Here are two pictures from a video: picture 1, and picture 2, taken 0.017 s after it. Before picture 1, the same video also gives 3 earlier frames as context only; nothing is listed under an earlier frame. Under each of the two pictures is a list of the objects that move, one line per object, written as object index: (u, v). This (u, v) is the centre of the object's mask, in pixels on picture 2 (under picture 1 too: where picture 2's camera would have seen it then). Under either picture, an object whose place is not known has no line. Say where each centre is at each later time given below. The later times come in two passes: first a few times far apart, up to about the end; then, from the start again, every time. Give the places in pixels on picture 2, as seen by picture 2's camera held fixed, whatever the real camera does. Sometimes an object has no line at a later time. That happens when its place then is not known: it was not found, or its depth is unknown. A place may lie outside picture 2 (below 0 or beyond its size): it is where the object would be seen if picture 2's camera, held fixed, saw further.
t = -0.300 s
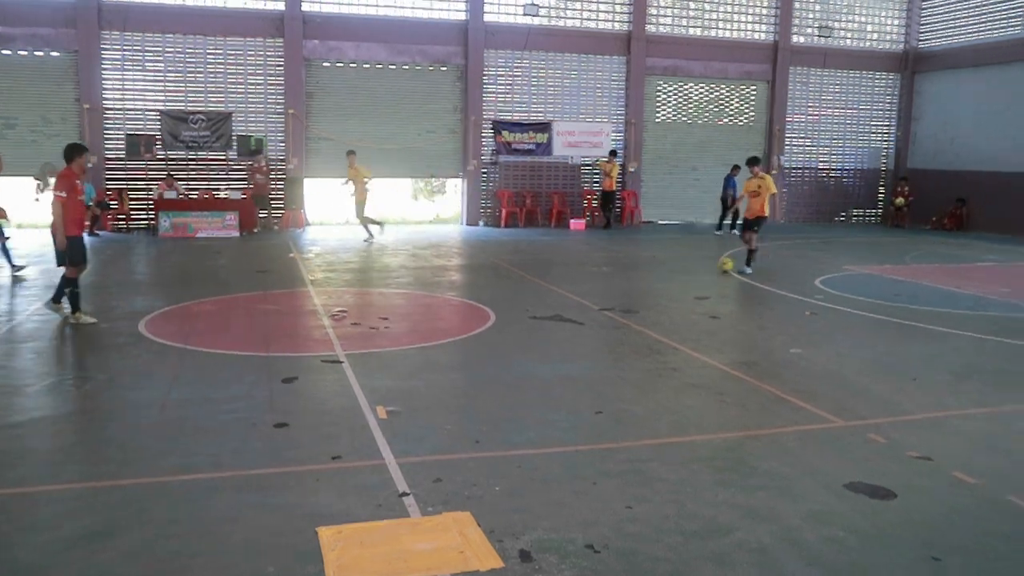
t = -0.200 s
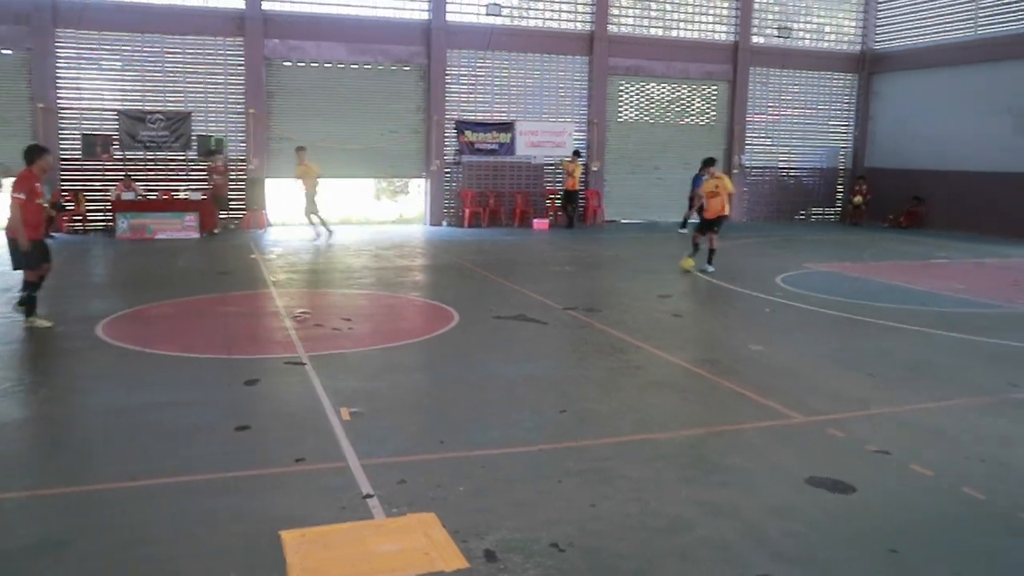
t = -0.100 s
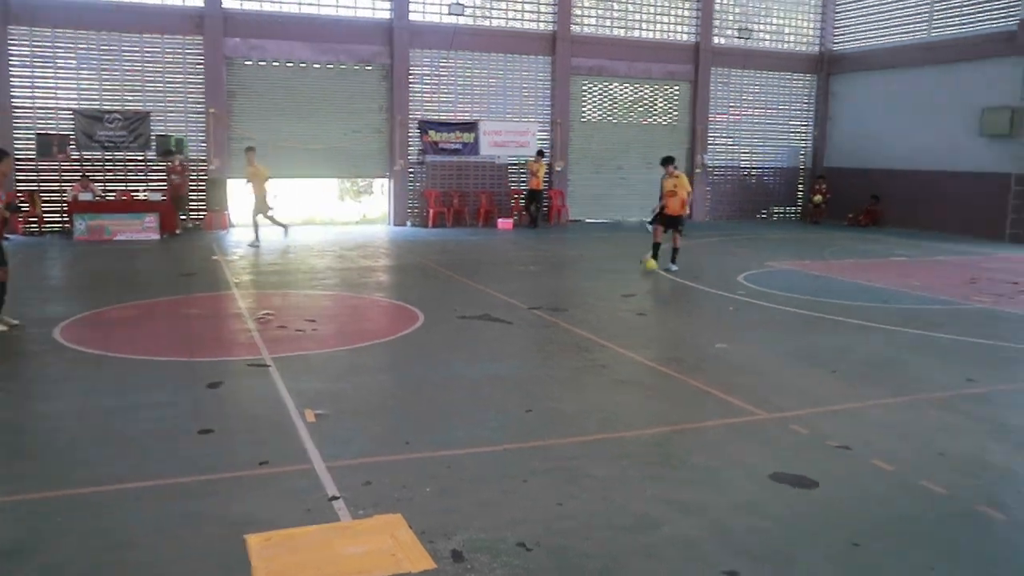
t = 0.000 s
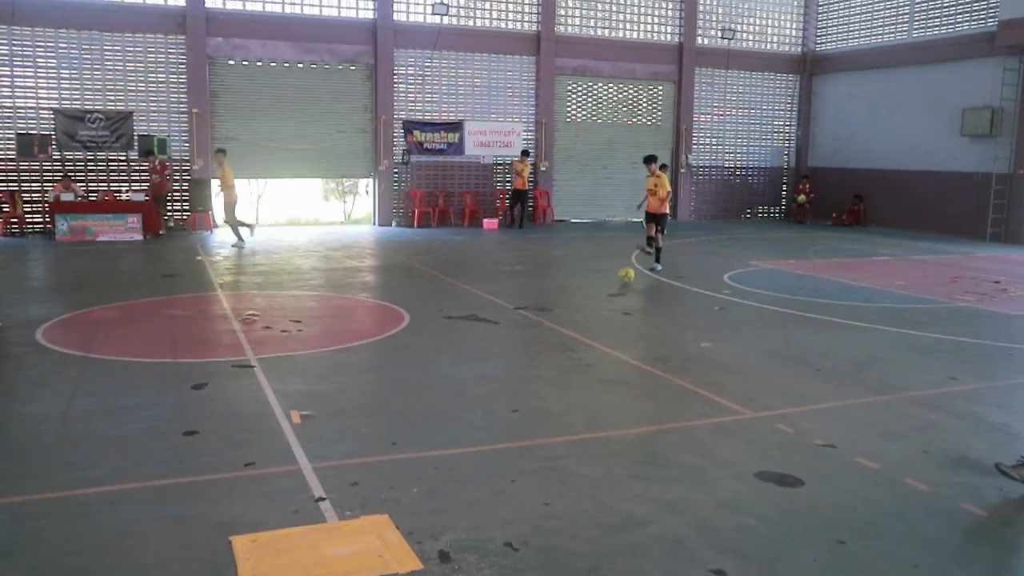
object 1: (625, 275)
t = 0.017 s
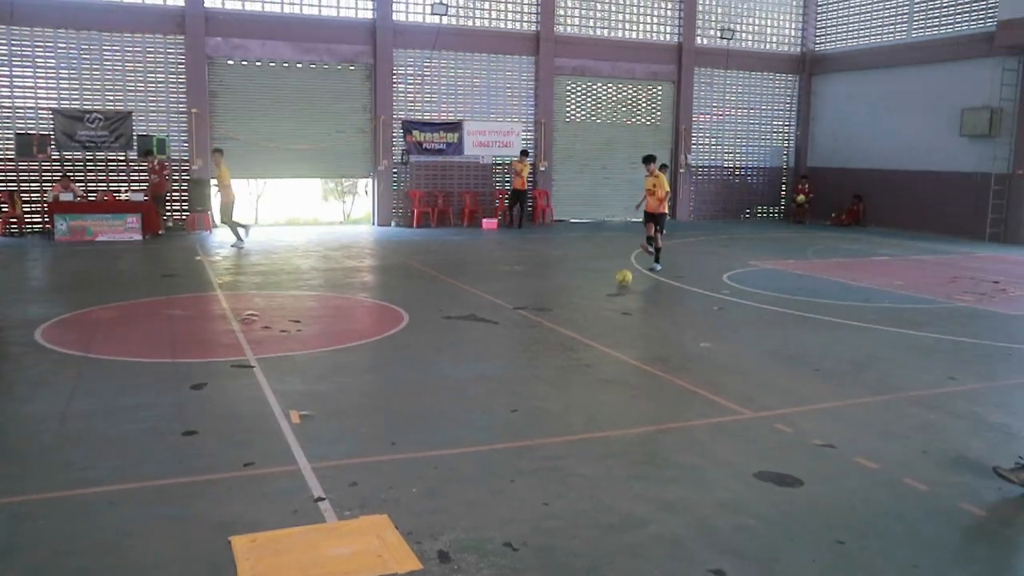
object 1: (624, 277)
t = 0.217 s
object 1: (604, 306)
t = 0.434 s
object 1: (576, 344)
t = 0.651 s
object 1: (538, 395)
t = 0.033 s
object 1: (623, 280)
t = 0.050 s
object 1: (621, 281)
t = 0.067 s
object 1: (620, 283)
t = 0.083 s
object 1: (618, 286)
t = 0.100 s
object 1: (616, 289)
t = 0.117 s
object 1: (614, 291)
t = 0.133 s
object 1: (613, 293)
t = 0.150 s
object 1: (612, 295)
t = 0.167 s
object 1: (610, 298)
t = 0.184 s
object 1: (608, 300)
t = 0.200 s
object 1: (606, 303)
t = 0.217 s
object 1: (604, 306)
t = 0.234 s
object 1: (602, 308)
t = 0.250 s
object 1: (600, 311)
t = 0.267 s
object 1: (598, 314)
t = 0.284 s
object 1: (596, 317)
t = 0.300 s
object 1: (594, 319)
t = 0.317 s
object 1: (592, 322)
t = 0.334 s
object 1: (590, 325)
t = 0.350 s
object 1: (588, 328)
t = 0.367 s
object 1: (586, 332)
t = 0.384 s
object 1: (583, 334)
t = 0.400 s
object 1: (581, 337)
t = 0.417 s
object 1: (578, 340)
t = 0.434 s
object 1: (576, 344)
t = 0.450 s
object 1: (573, 348)
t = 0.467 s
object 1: (571, 351)
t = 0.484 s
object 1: (568, 354)
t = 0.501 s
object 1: (566, 356)
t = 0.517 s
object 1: (563, 359)
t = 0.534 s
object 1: (560, 363)
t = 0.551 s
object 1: (557, 367)
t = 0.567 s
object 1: (554, 372)
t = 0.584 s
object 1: (551, 378)
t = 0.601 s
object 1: (548, 382)
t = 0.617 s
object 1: (545, 385)
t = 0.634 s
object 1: (541, 390)
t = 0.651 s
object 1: (538, 395)
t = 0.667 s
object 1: (534, 401)
